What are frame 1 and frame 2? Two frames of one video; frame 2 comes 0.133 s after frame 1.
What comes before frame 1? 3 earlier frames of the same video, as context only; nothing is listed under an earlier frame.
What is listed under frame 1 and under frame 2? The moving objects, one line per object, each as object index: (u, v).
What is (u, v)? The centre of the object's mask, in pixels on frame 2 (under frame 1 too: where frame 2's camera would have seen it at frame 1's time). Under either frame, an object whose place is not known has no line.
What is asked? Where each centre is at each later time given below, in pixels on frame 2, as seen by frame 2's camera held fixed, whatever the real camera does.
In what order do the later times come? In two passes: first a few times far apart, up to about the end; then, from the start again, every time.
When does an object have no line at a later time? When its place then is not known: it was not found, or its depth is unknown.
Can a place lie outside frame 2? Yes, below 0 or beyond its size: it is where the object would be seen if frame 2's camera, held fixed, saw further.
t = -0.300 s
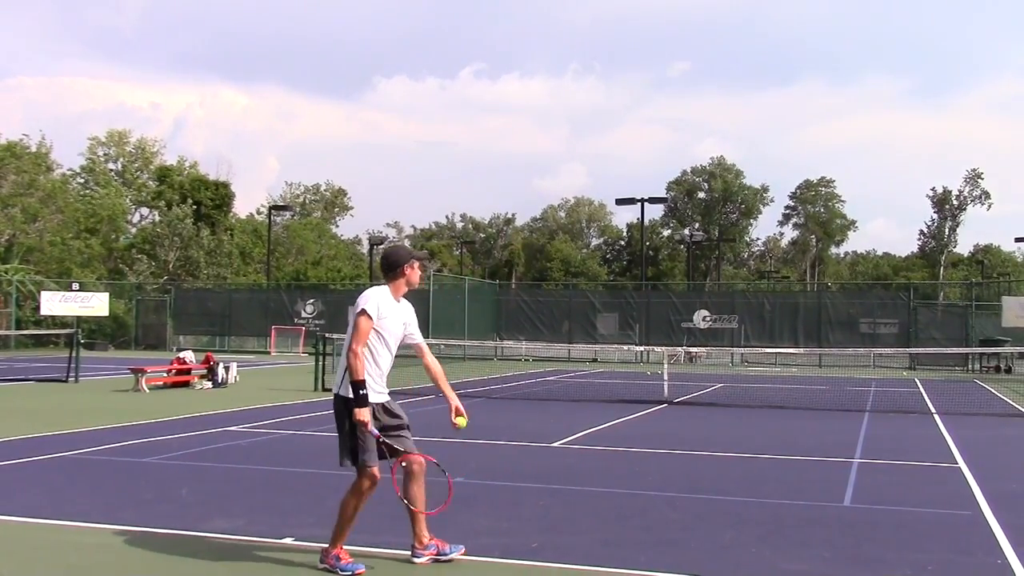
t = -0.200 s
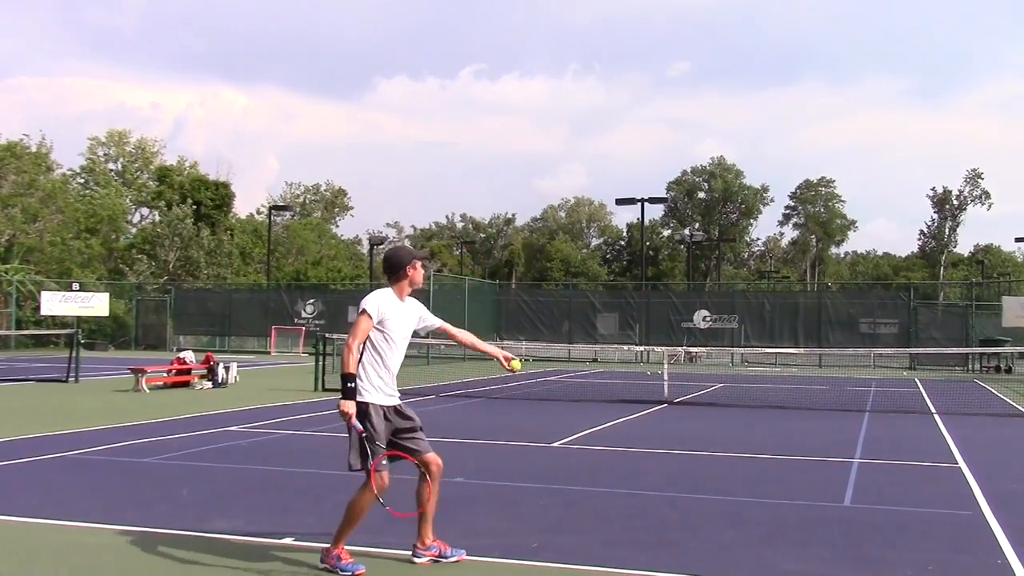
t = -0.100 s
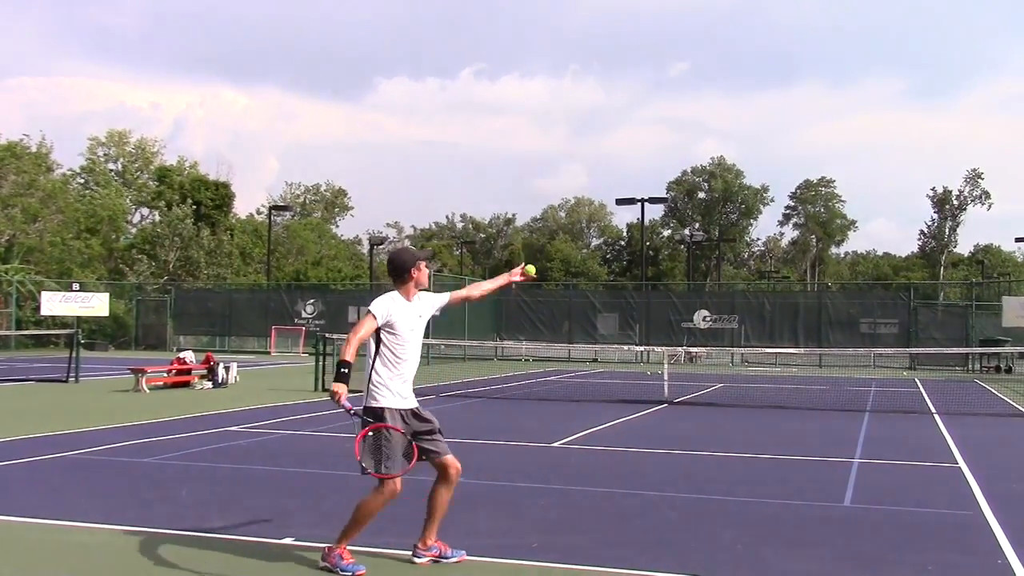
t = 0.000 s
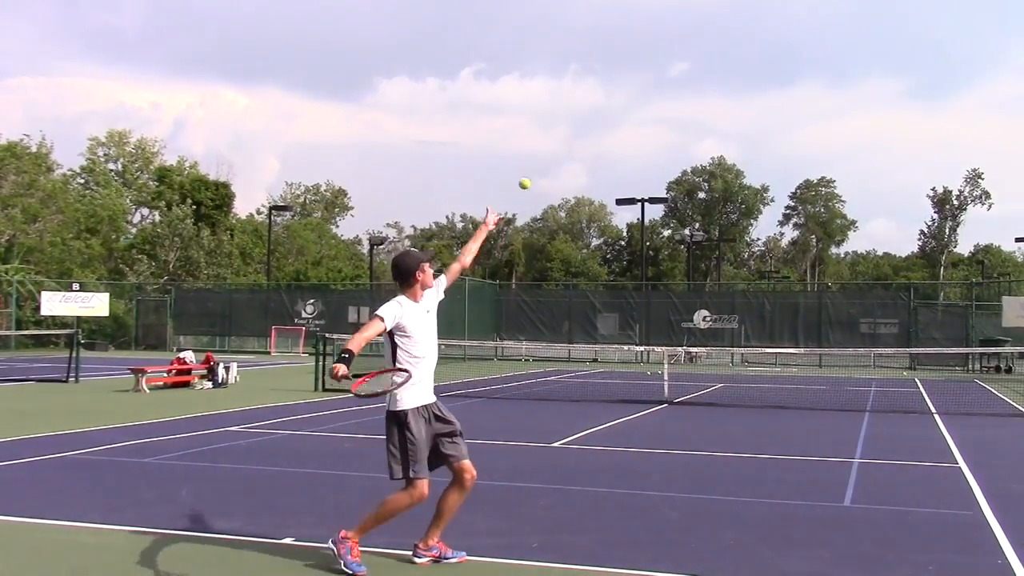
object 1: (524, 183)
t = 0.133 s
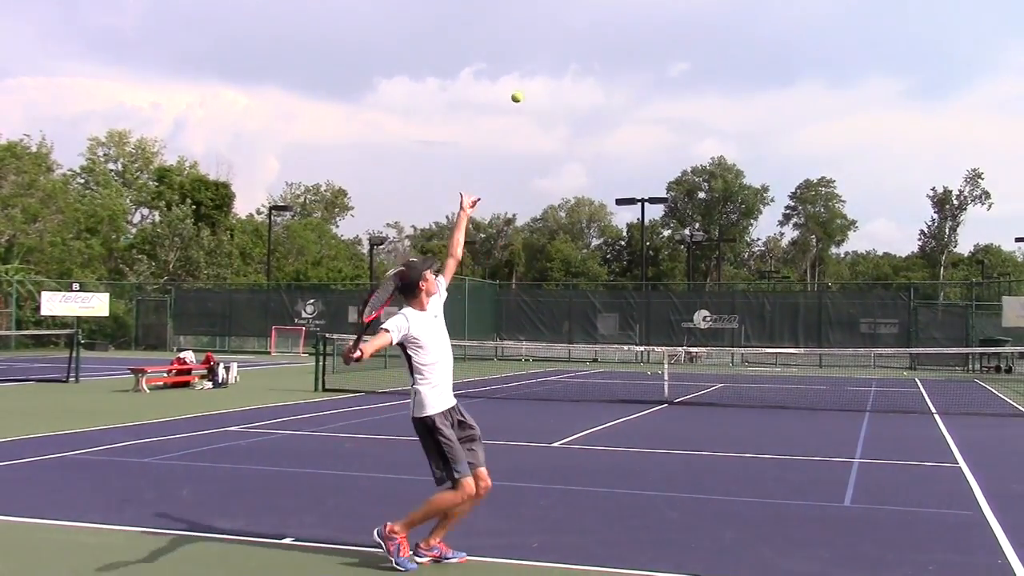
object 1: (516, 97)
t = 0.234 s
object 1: (510, 52)
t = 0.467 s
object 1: (495, 14)
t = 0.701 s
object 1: (478, 63)
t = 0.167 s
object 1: (515, 80)
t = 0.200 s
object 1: (512, 65)
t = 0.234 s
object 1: (510, 52)
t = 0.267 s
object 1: (508, 41)
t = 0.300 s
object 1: (506, 32)
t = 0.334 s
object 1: (504, 25)
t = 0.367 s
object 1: (501, 20)
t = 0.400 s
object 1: (499, 16)
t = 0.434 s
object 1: (497, 14)
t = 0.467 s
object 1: (495, 14)
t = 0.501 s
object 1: (492, 16)
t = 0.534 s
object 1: (490, 20)
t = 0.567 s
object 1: (487, 25)
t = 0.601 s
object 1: (485, 32)
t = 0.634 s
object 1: (483, 40)
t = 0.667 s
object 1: (480, 51)
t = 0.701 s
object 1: (478, 63)
